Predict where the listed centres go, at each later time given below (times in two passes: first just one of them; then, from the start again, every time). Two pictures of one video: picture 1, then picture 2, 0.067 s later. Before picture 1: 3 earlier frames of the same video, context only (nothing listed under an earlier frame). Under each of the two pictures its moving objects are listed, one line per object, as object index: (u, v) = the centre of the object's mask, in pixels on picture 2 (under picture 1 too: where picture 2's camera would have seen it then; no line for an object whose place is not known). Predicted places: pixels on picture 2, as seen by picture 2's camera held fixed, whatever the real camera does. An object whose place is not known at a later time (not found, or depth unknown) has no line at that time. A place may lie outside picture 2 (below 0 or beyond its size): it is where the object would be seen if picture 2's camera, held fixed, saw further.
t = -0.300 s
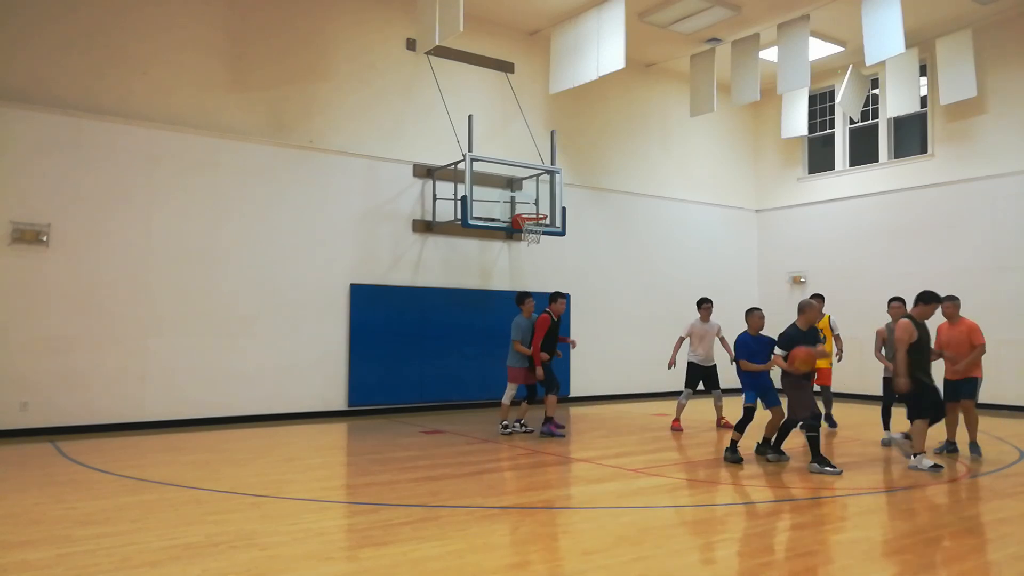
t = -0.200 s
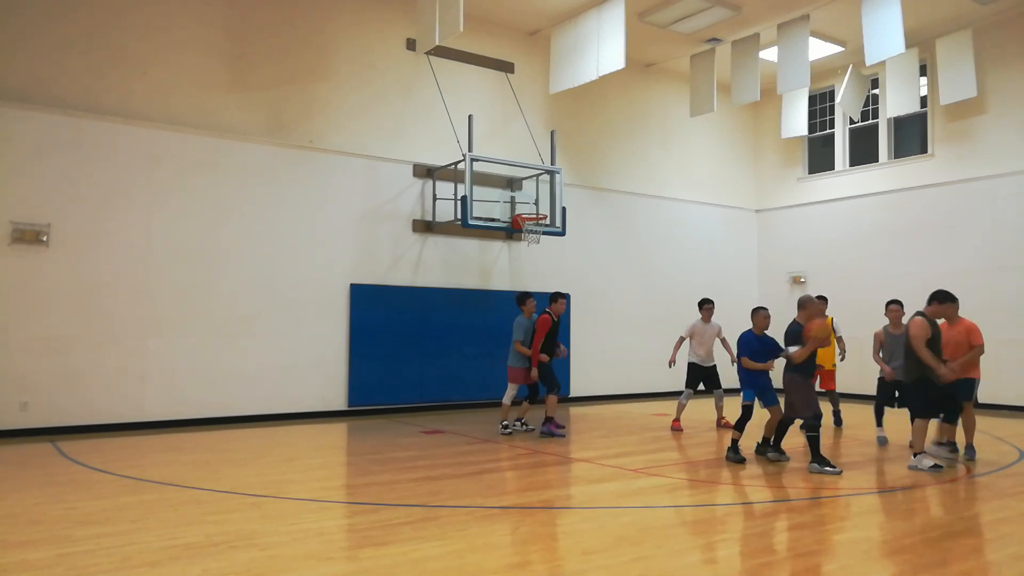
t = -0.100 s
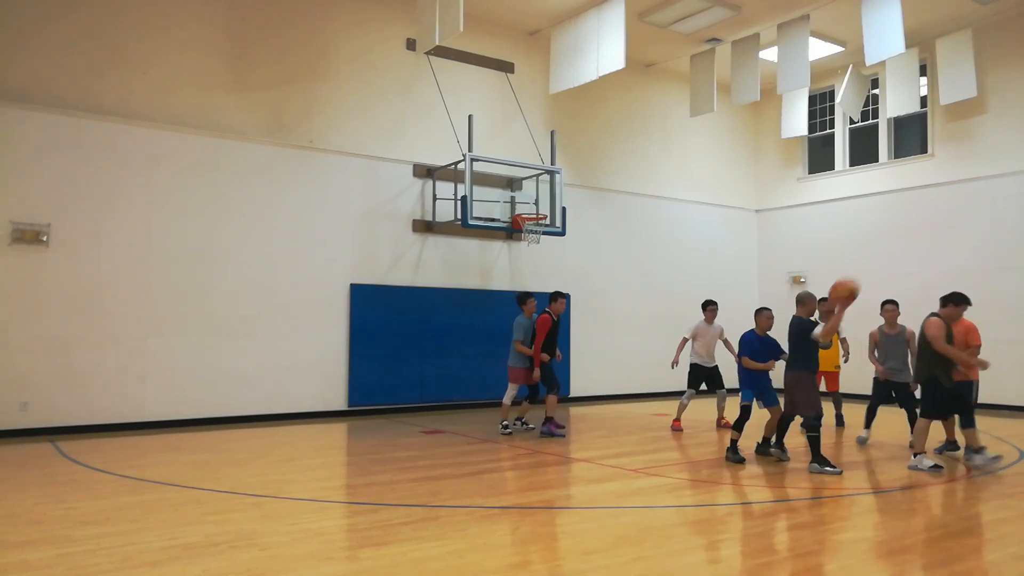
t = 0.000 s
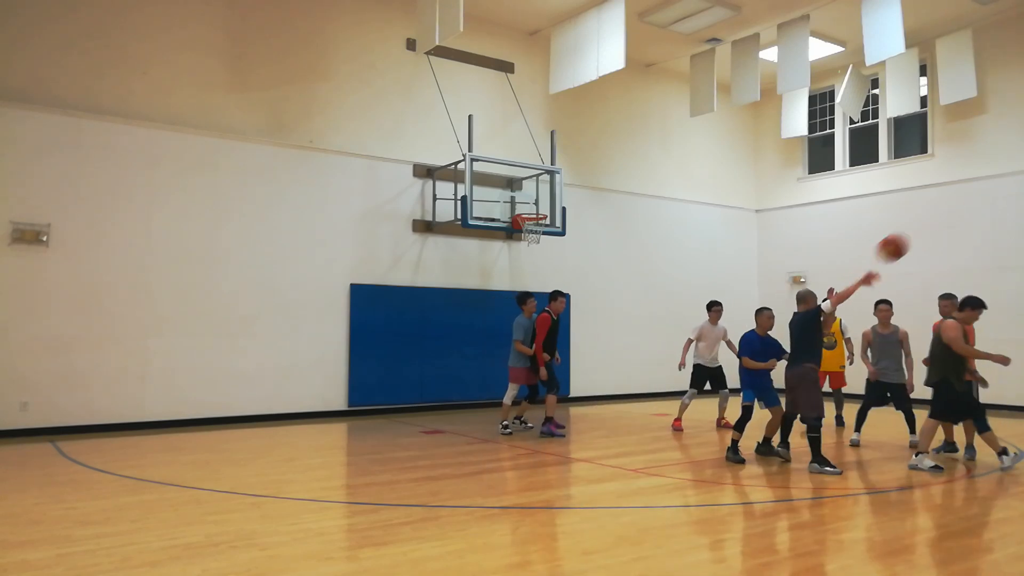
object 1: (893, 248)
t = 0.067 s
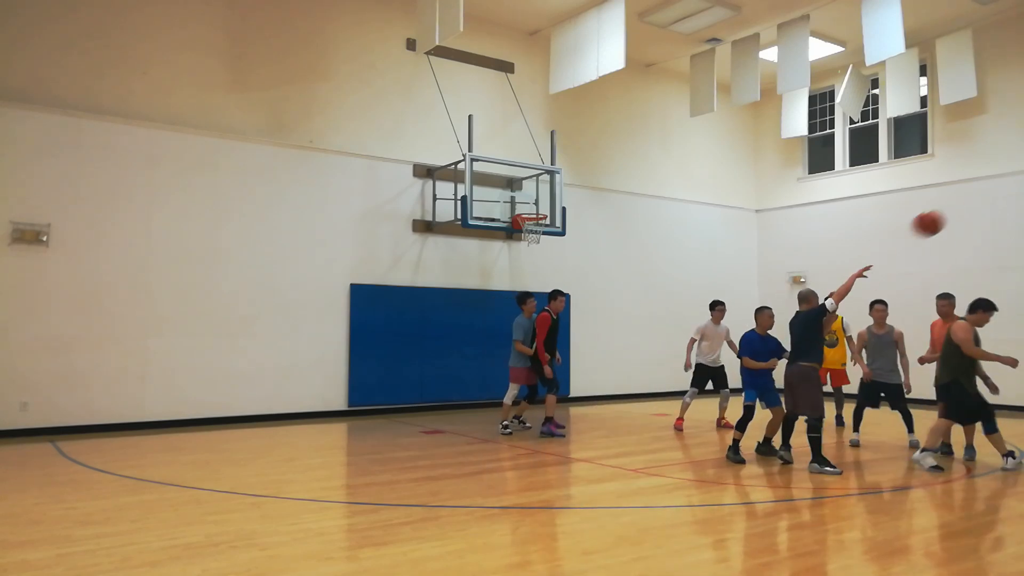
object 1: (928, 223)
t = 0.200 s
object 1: (997, 190)
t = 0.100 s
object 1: (946, 213)
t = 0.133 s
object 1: (964, 204)
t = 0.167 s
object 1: (981, 196)
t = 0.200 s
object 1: (997, 190)
